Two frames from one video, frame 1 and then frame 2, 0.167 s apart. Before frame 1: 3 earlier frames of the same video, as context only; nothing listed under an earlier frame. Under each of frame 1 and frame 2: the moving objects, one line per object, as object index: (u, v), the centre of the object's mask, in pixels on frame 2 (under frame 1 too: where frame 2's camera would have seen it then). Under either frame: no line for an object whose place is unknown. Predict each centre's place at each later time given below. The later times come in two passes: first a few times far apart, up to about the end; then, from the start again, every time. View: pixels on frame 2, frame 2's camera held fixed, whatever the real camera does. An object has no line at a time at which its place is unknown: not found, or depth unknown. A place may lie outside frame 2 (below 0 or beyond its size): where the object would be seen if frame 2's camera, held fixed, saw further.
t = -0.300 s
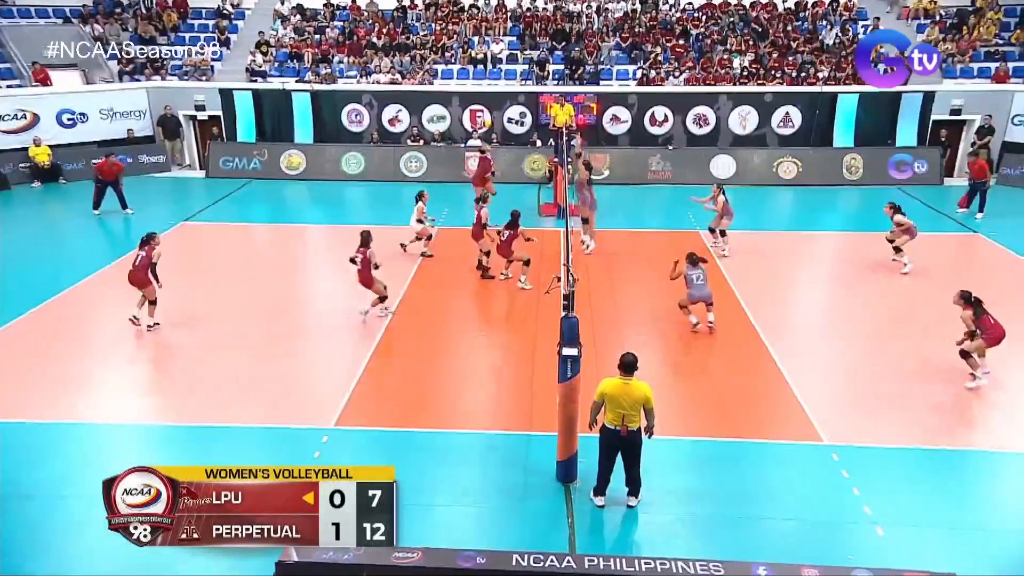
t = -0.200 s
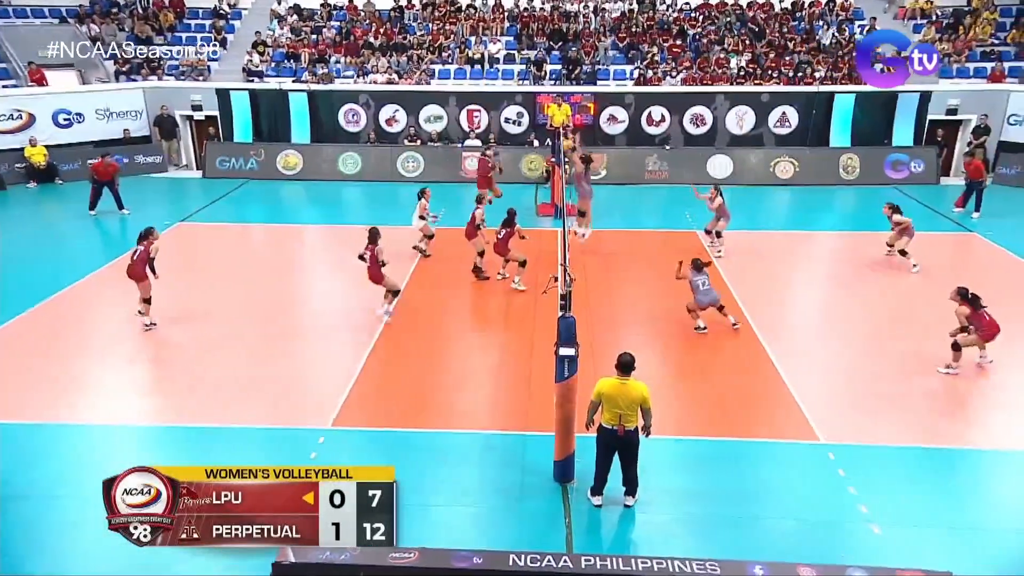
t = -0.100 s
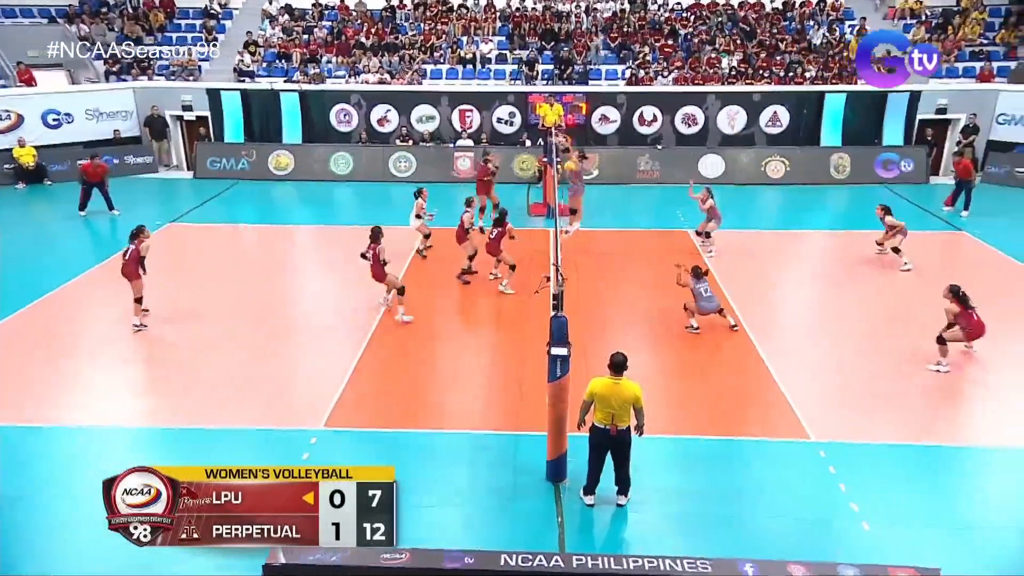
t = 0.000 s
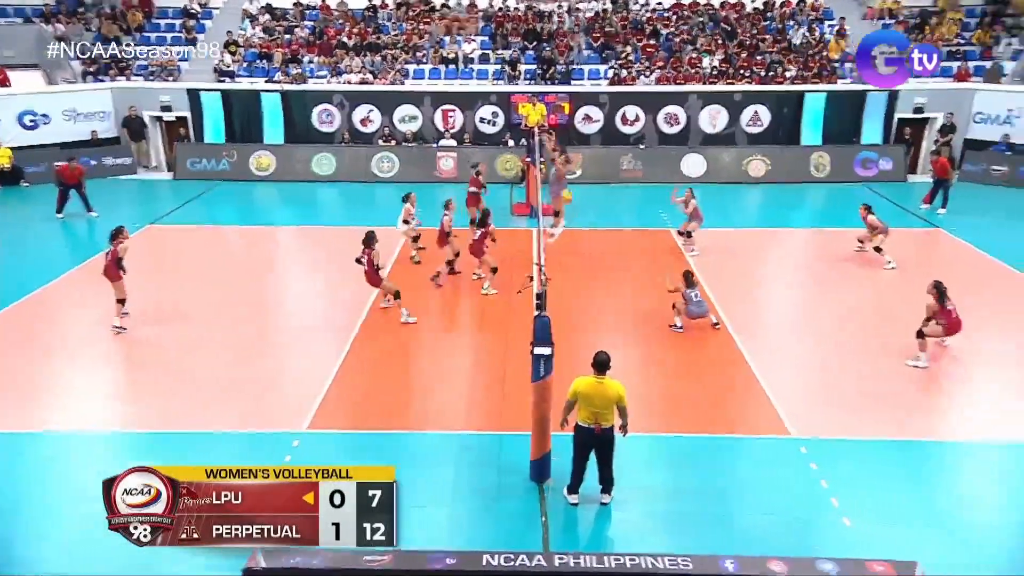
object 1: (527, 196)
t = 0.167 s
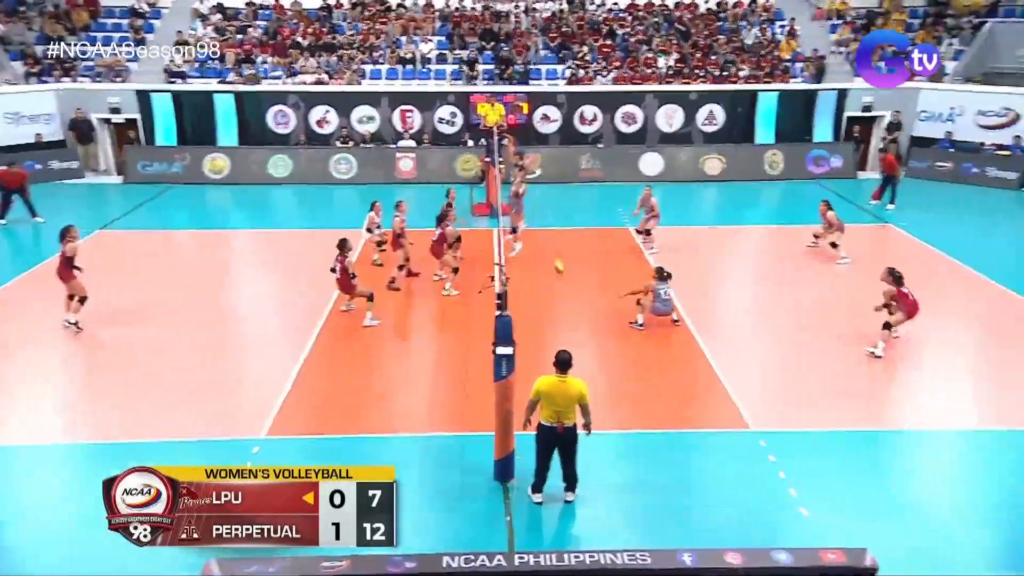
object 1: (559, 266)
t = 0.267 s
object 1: (583, 325)
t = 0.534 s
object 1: (641, 398)
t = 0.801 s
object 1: (694, 419)
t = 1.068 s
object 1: (767, 529)
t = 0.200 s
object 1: (565, 286)
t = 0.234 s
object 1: (574, 306)
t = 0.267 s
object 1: (583, 325)
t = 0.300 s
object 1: (591, 348)
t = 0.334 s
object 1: (603, 372)
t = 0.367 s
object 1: (613, 398)
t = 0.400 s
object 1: (621, 410)
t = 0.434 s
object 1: (626, 406)
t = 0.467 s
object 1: (630, 403)
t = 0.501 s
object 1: (636, 400)
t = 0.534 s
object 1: (641, 398)
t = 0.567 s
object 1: (647, 398)
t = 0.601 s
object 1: (653, 398)
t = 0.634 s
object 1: (659, 398)
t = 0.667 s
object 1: (665, 400)
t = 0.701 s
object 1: (672, 403)
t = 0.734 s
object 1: (679, 407)
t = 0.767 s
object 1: (686, 412)
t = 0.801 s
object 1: (694, 419)
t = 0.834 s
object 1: (702, 427)
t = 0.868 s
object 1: (711, 437)
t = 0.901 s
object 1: (719, 448)
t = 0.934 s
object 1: (728, 460)
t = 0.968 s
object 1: (737, 474)
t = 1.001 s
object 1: (747, 491)
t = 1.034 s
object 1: (758, 509)
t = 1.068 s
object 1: (767, 529)
